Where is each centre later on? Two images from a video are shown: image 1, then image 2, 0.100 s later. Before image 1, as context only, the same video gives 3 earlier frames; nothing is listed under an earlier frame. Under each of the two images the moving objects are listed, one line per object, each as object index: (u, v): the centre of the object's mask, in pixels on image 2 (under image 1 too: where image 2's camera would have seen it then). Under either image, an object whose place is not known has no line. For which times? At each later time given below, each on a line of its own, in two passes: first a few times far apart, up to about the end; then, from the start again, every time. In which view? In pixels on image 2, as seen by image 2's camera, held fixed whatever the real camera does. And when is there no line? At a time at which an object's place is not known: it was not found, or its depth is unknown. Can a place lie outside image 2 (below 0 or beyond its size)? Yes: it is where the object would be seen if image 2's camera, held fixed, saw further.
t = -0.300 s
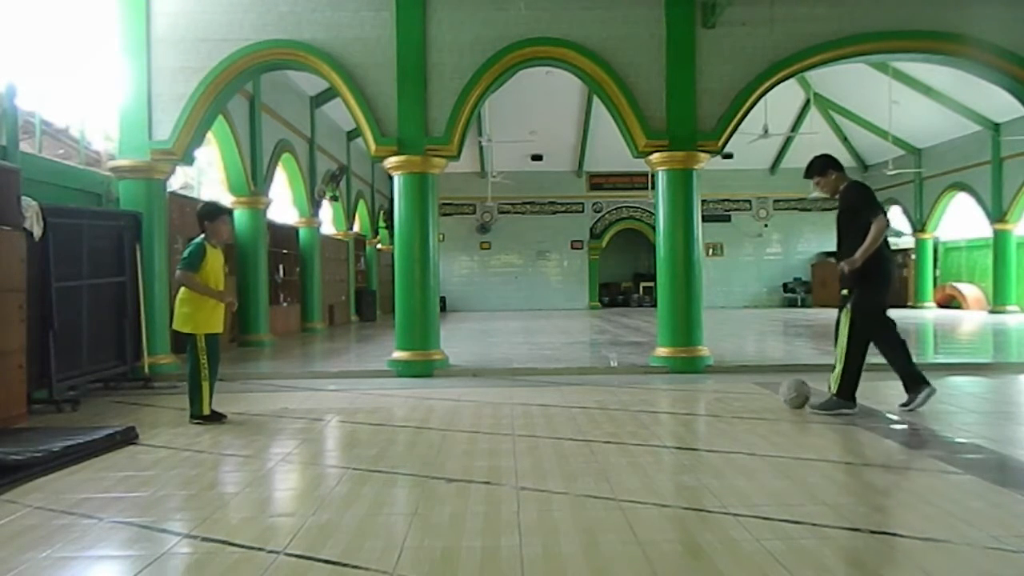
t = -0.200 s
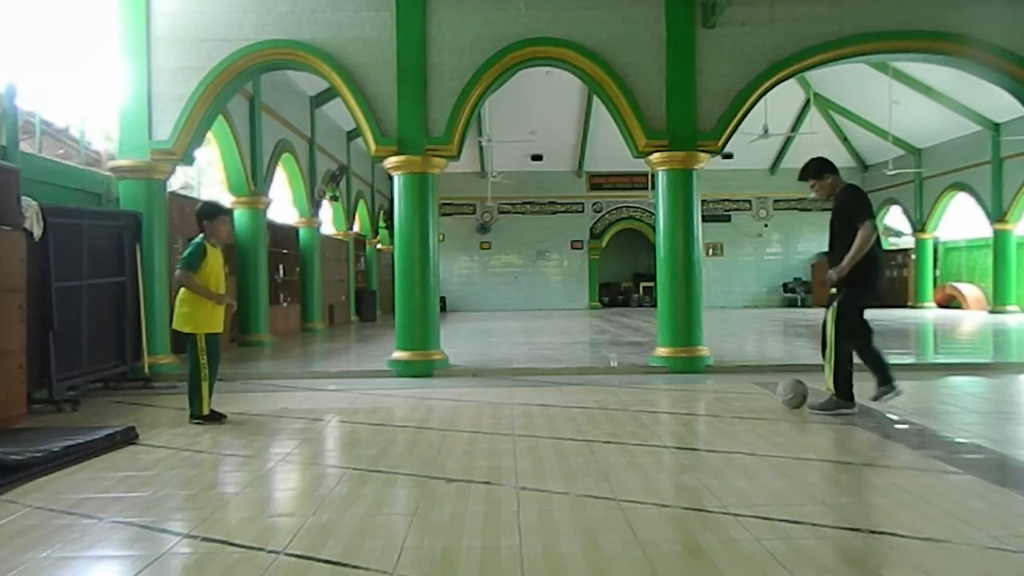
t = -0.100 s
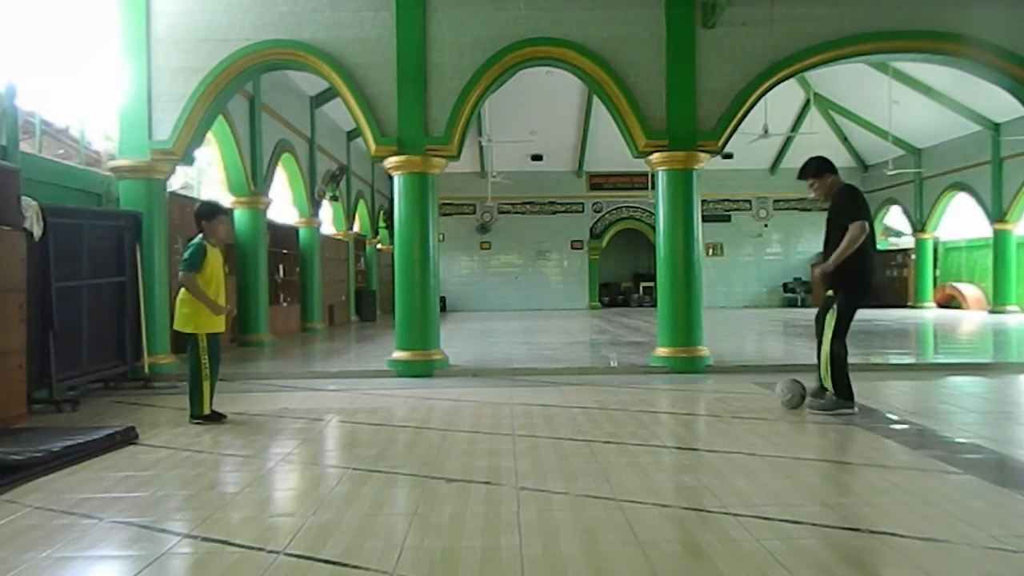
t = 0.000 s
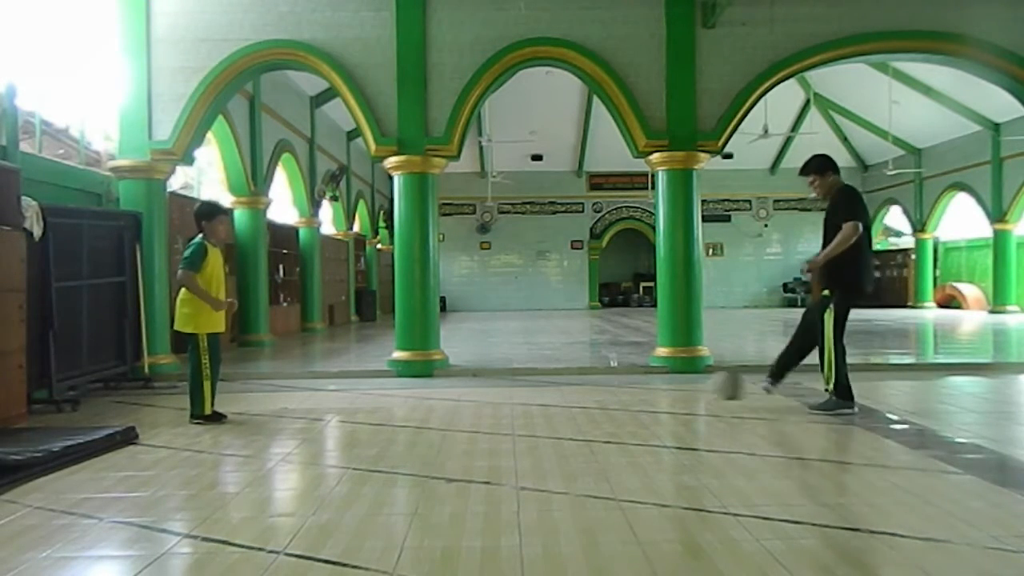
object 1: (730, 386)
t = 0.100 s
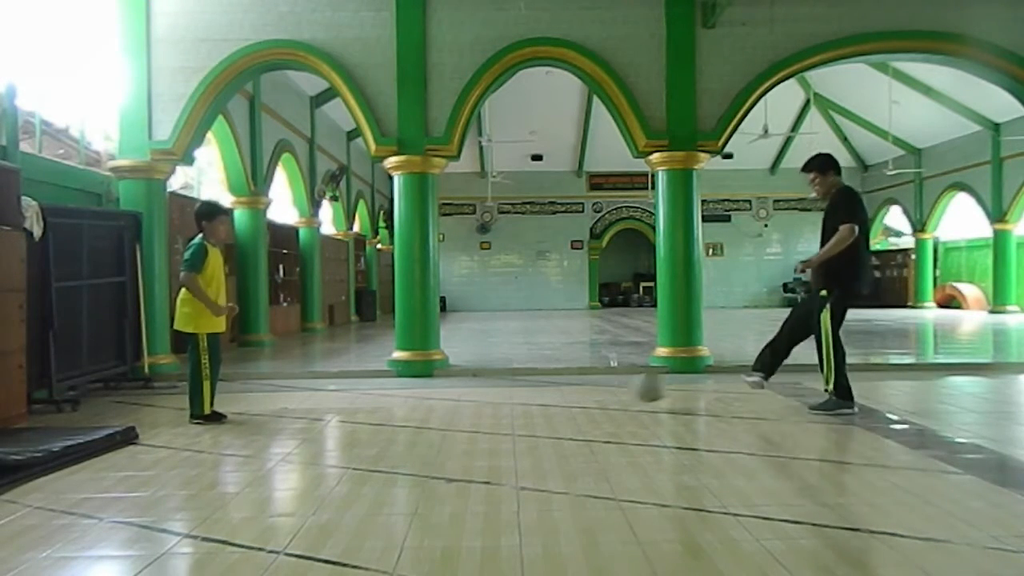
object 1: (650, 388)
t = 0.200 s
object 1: (581, 396)
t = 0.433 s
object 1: (482, 396)
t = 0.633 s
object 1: (407, 399)
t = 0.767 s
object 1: (360, 400)
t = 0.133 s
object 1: (623, 391)
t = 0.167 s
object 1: (598, 397)
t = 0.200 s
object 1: (581, 396)
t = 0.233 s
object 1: (565, 392)
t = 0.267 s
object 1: (551, 392)
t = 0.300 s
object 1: (536, 392)
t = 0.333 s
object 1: (523, 394)
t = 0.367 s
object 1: (509, 399)
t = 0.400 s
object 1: (496, 399)
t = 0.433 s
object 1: (482, 396)
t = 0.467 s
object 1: (468, 395)
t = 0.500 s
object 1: (455, 397)
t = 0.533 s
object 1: (443, 400)
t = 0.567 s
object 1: (430, 401)
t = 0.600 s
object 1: (418, 399)
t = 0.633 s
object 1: (407, 399)
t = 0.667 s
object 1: (395, 400)
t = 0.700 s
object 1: (383, 401)
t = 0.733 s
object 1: (372, 399)
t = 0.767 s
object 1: (360, 400)
